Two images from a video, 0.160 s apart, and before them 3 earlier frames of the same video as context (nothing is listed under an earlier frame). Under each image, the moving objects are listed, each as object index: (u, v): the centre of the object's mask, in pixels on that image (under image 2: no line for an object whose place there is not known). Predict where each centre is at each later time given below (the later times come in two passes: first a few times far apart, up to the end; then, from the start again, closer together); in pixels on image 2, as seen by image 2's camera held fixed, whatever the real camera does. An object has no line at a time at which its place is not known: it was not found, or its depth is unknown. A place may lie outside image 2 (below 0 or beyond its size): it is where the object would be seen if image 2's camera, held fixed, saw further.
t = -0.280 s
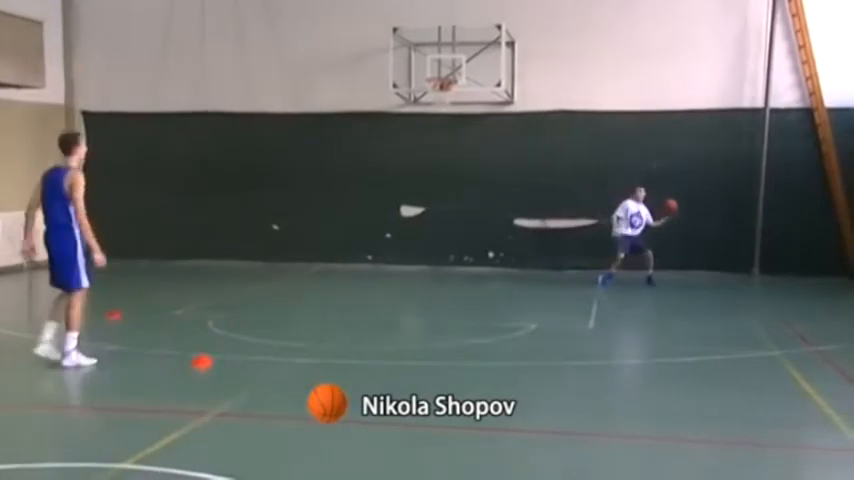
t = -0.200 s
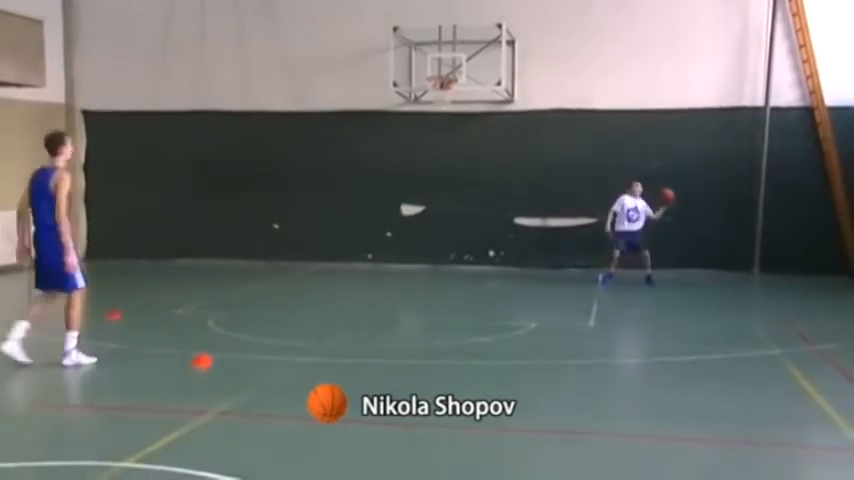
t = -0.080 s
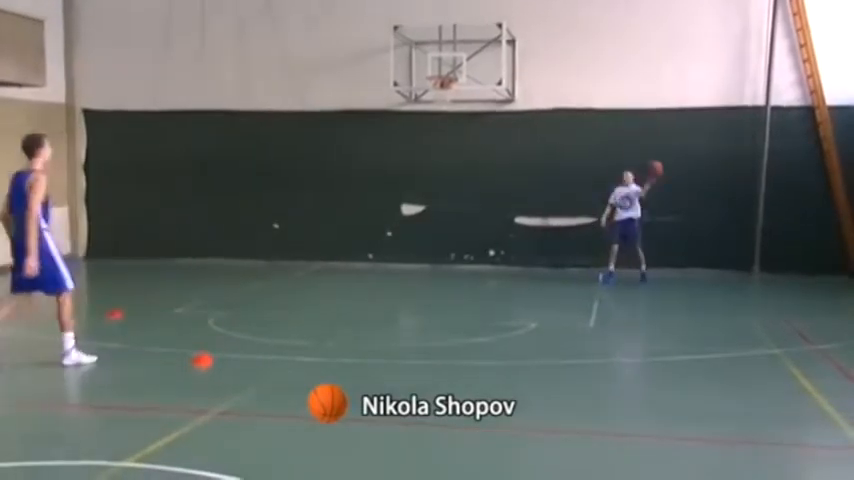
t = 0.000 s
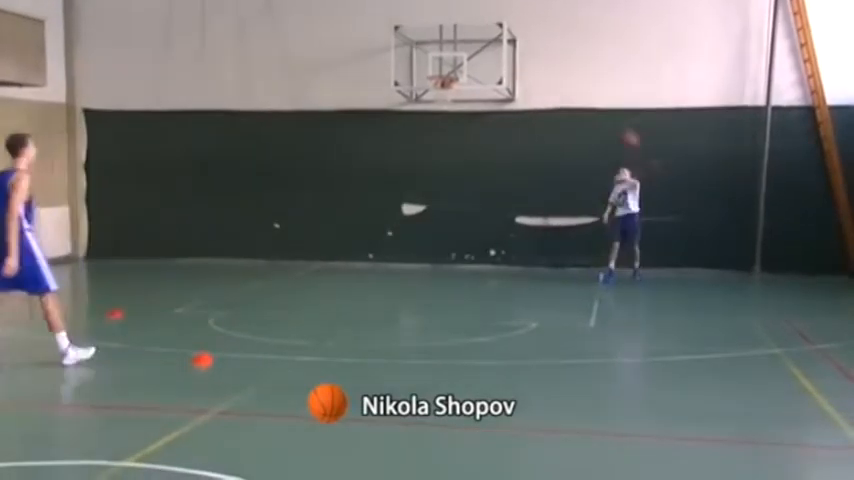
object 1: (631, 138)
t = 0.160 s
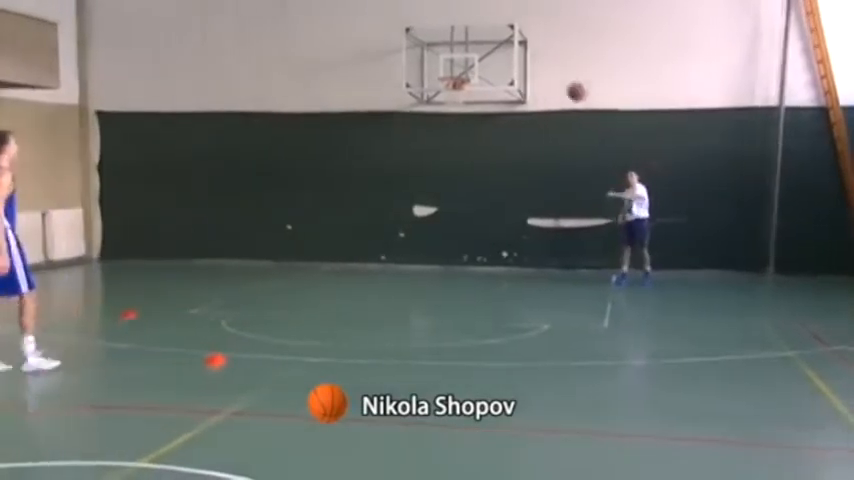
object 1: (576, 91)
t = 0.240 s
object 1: (542, 71)
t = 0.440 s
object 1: (445, 33)
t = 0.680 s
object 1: (301, 26)
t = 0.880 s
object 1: (144, 67)
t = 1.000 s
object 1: (29, 120)
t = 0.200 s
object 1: (559, 81)
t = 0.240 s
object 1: (542, 71)
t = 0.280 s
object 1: (524, 63)
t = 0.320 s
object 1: (504, 54)
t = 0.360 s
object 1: (485, 46)
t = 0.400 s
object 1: (466, 39)
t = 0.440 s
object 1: (445, 33)
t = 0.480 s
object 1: (423, 29)
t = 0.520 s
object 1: (401, 26)
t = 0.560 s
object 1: (378, 24)
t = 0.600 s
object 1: (353, 23)
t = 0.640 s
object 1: (327, 24)
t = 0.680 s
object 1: (301, 26)
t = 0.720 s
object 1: (273, 30)
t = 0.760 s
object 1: (242, 37)
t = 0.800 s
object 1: (212, 44)
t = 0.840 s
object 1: (179, 54)
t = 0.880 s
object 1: (144, 67)
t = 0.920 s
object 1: (107, 81)
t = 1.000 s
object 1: (29, 120)
